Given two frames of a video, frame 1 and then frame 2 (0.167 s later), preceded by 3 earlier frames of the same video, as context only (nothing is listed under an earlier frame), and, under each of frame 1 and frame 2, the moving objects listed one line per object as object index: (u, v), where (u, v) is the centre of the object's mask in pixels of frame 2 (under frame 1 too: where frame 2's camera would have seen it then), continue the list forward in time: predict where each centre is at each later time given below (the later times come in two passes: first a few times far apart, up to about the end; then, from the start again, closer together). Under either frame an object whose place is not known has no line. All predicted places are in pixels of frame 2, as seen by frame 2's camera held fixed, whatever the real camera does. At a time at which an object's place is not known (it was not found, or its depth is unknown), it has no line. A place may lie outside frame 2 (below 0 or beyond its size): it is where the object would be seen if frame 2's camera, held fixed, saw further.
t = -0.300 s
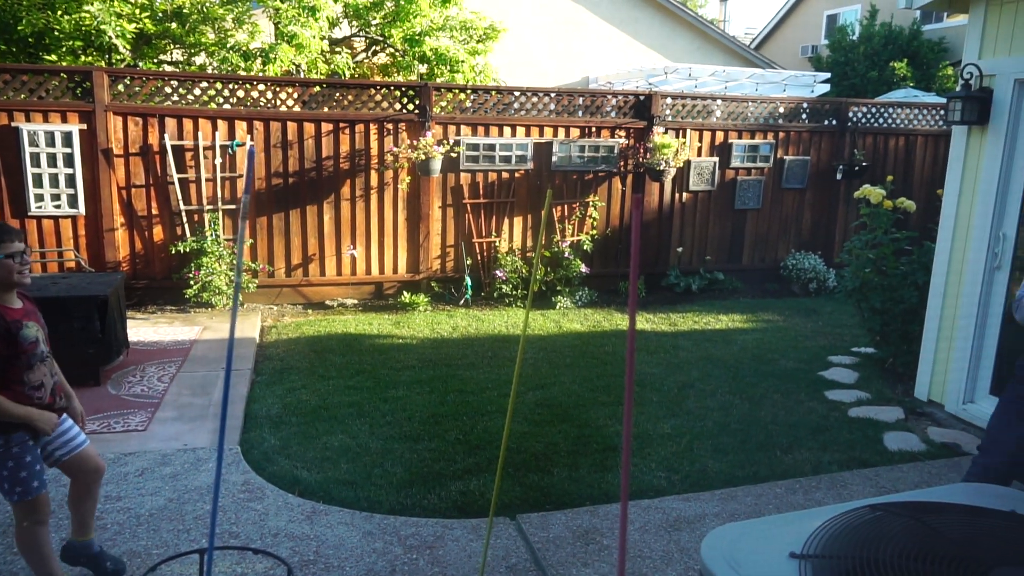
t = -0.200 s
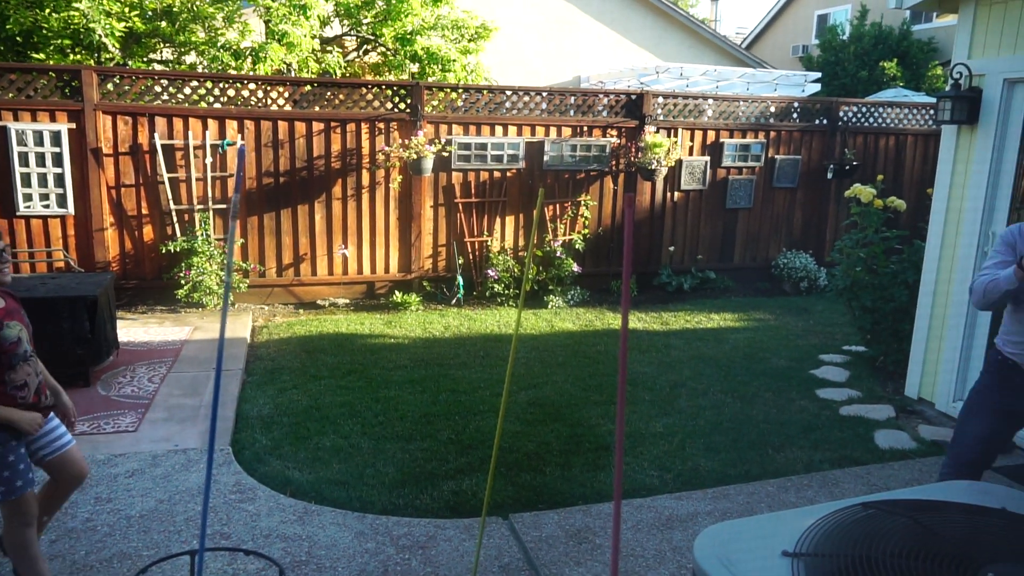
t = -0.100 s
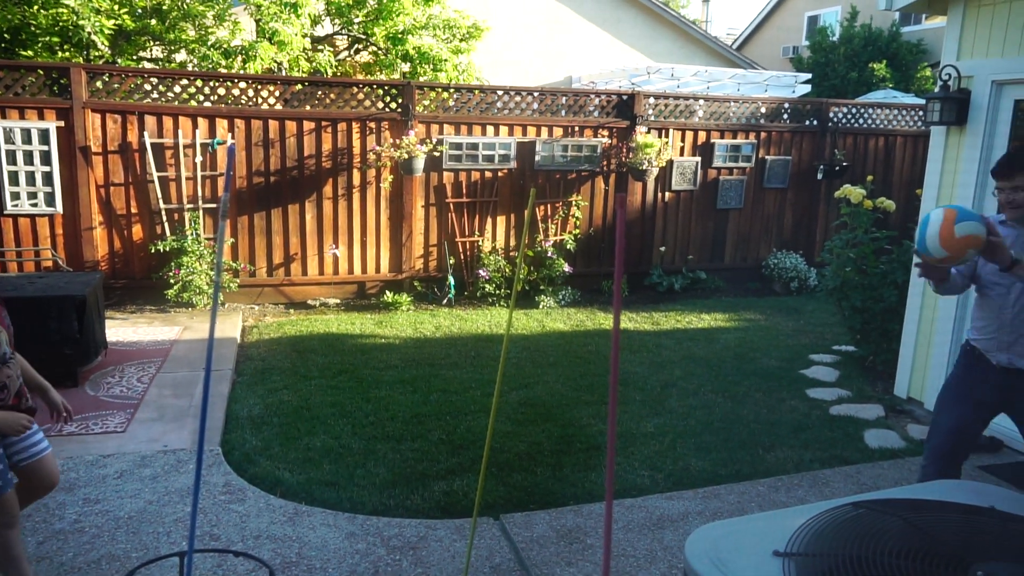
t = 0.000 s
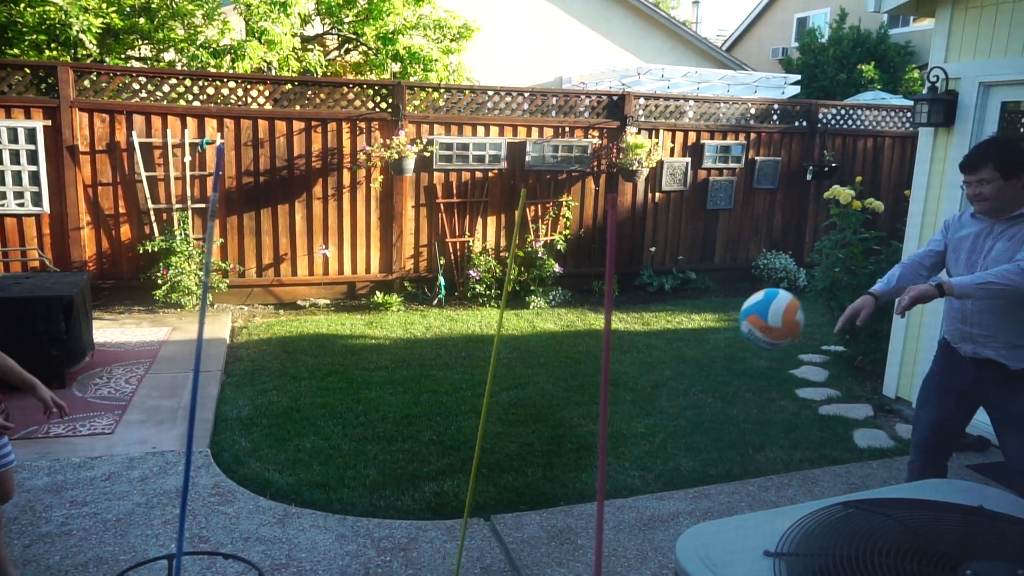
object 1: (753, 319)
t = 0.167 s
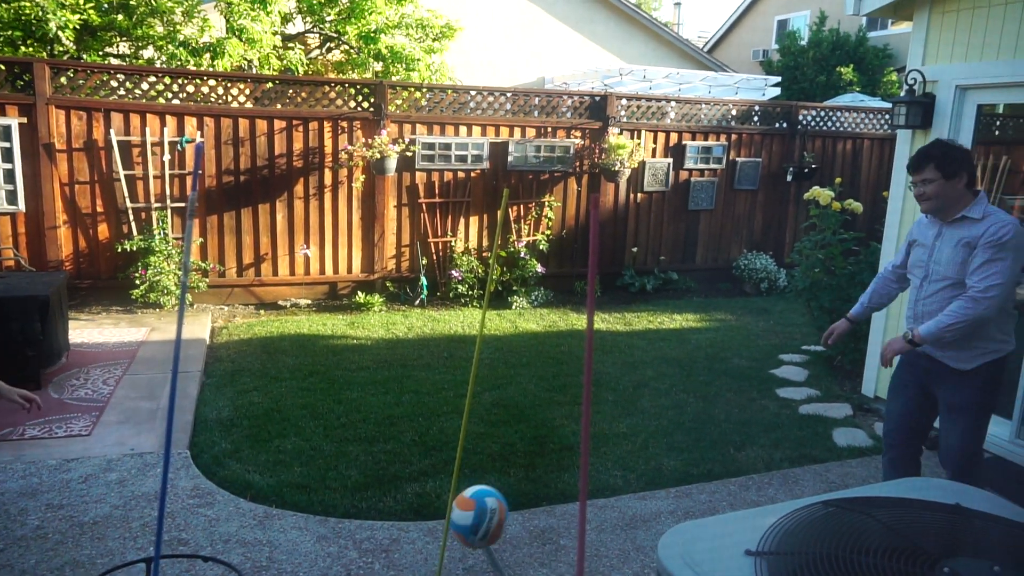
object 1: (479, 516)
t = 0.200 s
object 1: (425, 555)
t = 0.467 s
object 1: (206, 370)
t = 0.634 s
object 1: (80, 279)
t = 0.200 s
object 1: (425, 555)
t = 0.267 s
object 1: (359, 553)
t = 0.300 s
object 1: (333, 523)
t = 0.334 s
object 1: (308, 488)
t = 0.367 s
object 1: (282, 455)
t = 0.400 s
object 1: (256, 424)
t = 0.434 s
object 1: (231, 396)
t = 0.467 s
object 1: (206, 370)
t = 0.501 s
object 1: (179, 345)
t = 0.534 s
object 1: (147, 323)
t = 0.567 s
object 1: (123, 305)
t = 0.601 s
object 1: (95, 290)
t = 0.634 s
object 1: (80, 279)
